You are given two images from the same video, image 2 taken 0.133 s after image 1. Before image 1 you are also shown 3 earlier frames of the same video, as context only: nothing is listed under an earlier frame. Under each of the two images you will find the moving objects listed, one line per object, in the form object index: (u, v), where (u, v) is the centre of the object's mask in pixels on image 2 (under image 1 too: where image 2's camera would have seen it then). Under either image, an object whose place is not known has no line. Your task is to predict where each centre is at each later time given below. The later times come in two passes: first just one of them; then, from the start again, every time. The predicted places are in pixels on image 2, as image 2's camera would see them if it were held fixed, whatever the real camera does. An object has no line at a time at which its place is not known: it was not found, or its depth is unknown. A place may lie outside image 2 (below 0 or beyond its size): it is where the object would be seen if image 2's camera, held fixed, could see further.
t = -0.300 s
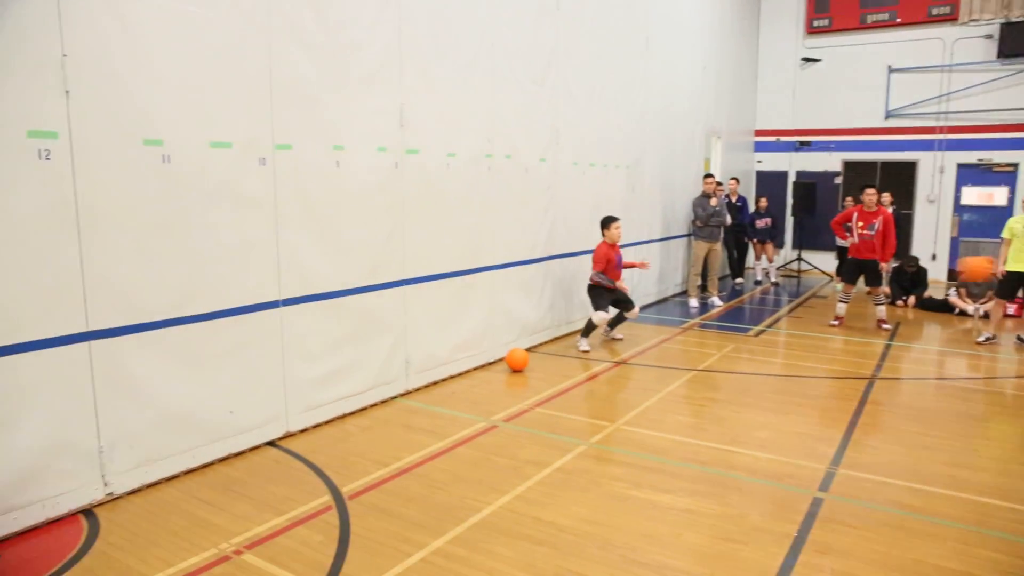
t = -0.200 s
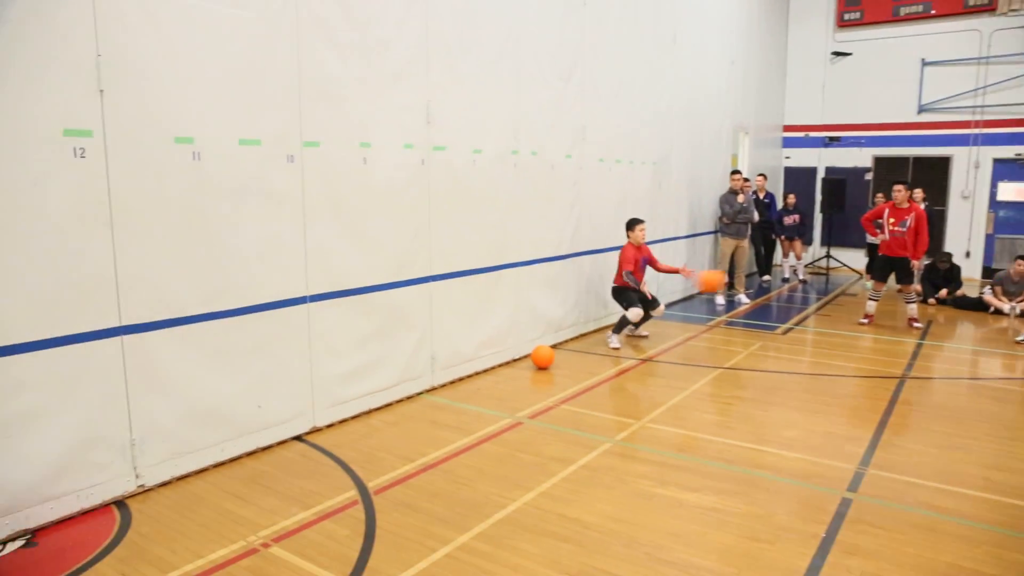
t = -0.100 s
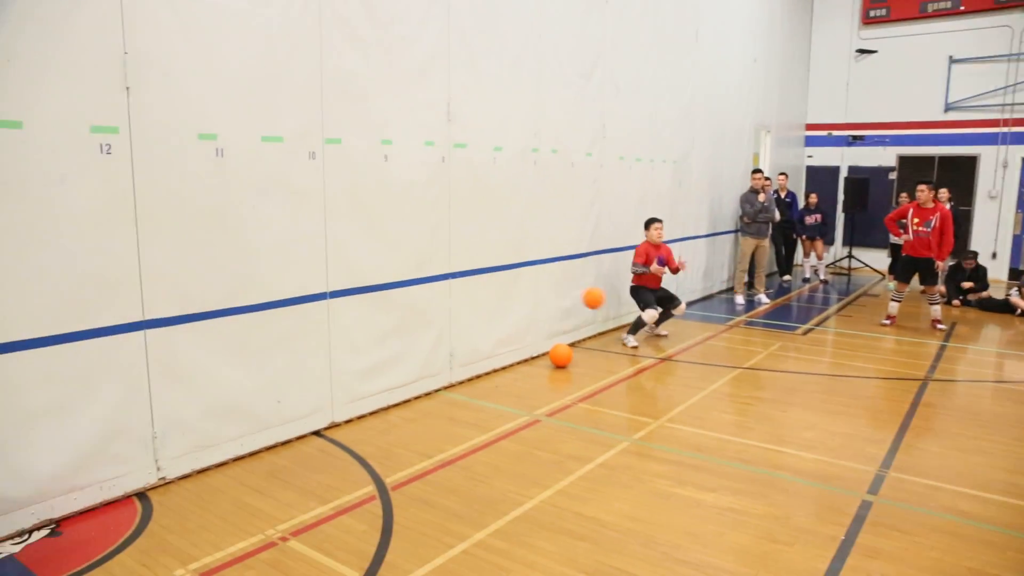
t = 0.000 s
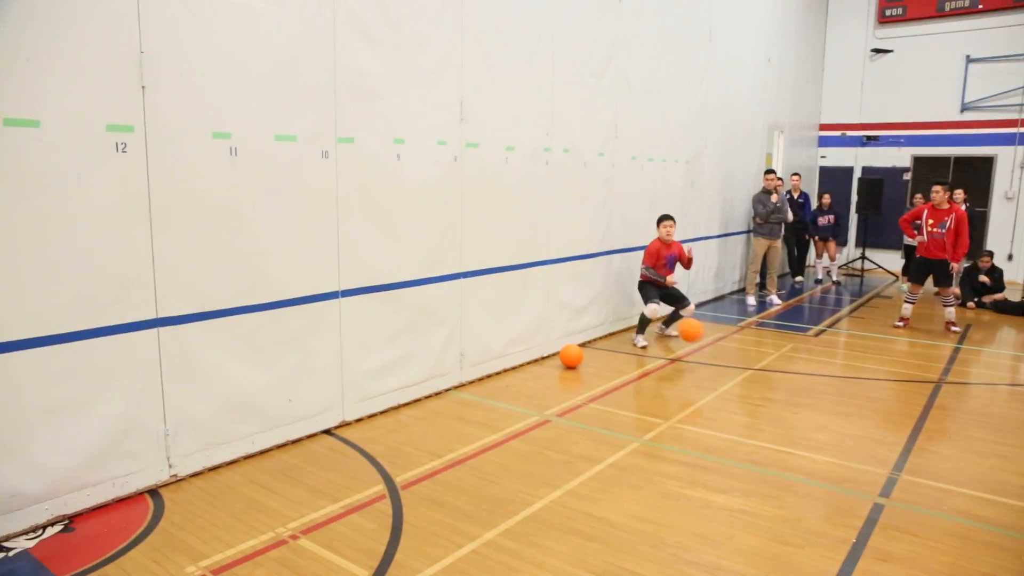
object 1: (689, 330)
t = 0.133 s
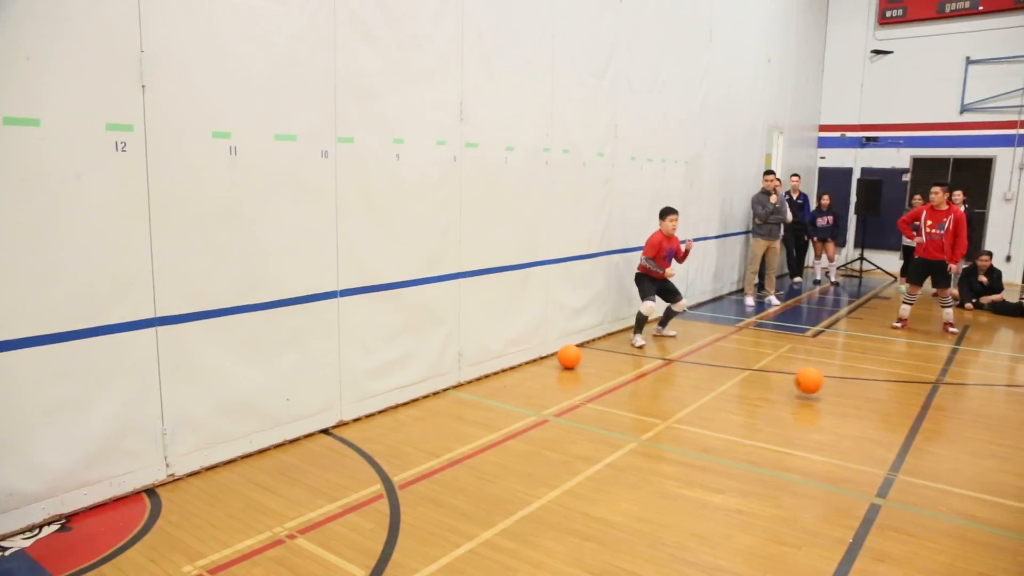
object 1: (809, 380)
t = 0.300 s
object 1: (938, 371)
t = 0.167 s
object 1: (833, 376)
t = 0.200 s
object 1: (858, 372)
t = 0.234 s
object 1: (884, 370)
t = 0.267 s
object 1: (910, 370)
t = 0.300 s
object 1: (938, 371)
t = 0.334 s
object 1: (967, 374)
